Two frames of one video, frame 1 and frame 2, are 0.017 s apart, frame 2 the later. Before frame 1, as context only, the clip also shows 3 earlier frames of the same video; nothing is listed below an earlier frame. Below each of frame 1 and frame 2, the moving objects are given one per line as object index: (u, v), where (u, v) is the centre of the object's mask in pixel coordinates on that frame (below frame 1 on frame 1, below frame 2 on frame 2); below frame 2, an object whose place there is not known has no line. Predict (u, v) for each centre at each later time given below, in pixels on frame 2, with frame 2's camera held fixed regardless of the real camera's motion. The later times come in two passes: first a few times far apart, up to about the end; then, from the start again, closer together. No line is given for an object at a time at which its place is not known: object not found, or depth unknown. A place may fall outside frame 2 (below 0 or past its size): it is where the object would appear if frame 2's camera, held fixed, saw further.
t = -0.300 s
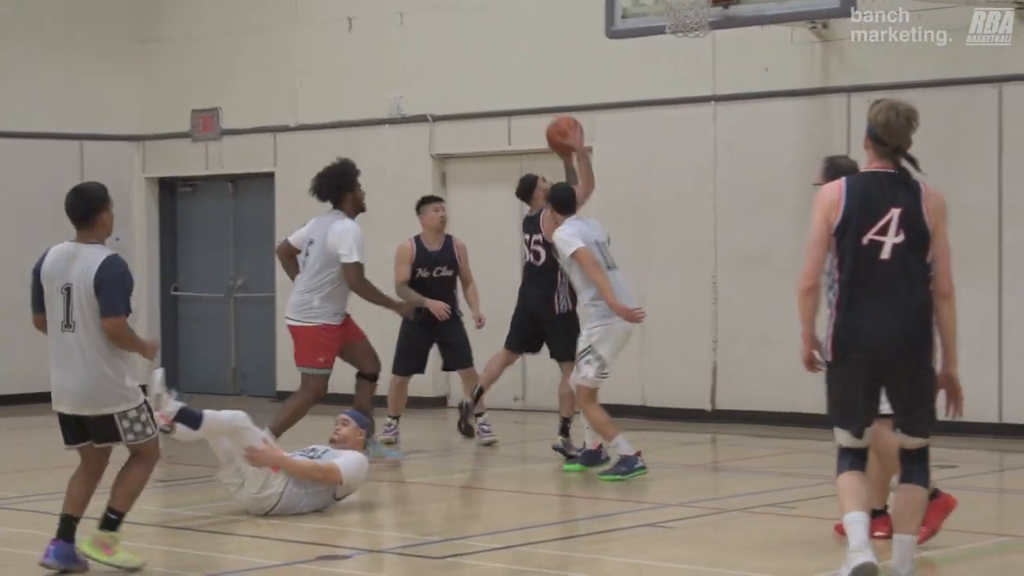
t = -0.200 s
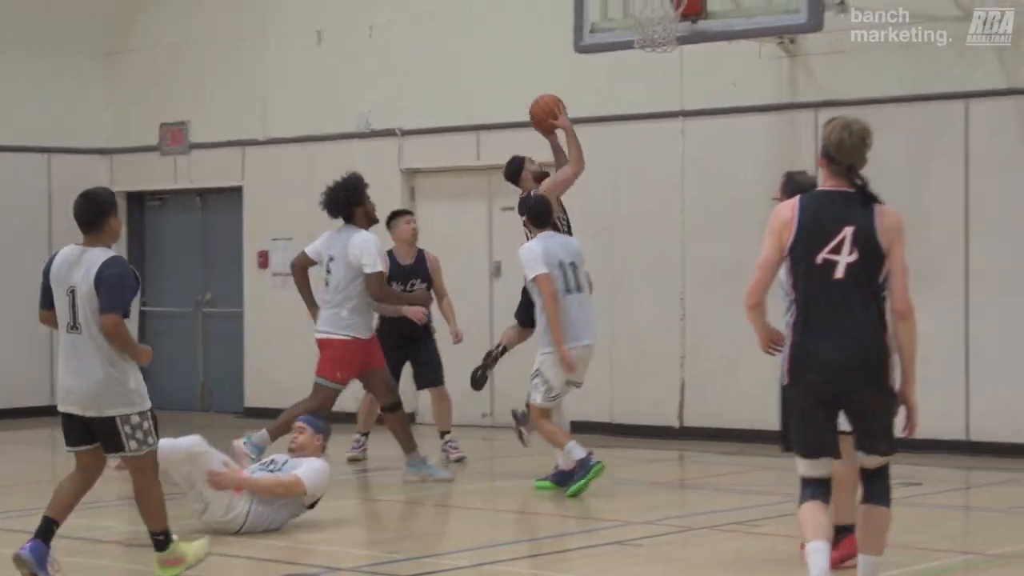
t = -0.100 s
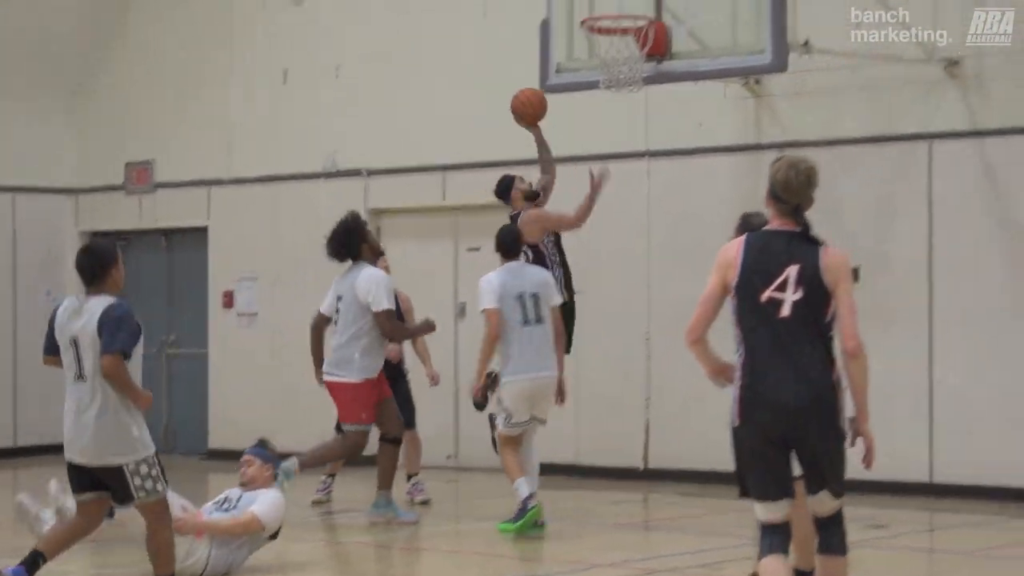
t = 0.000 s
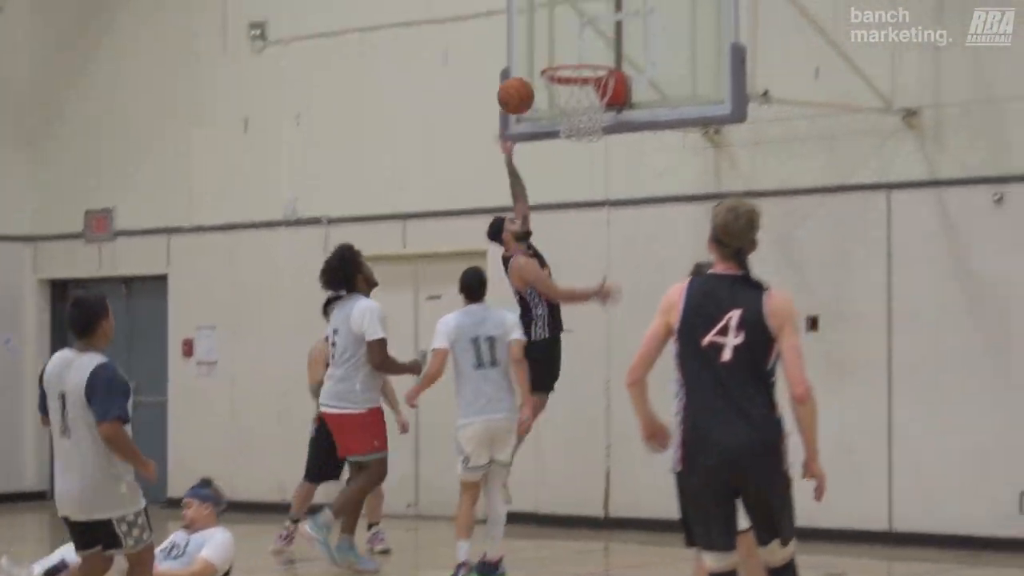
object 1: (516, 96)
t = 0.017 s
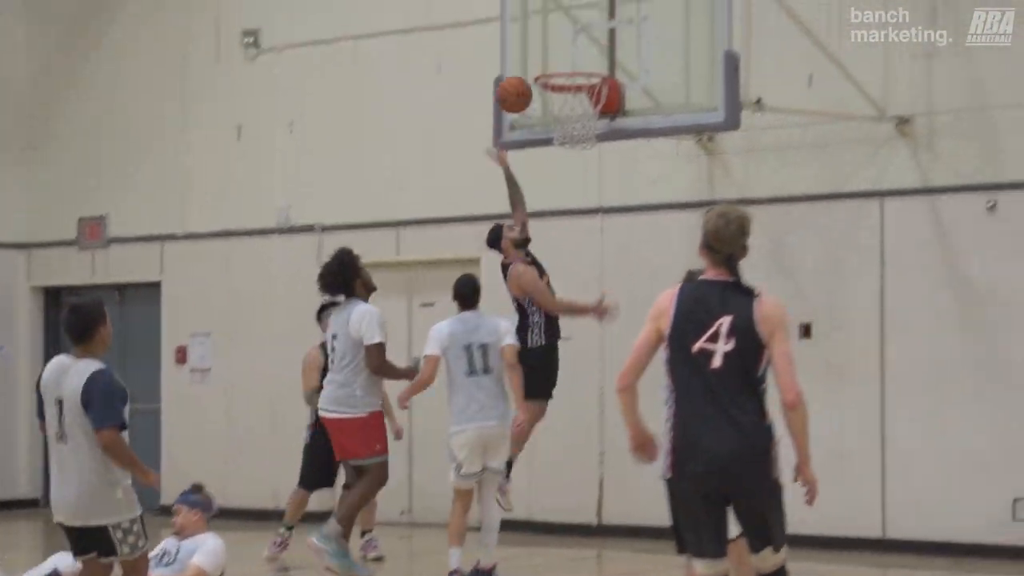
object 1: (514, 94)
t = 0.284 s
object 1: (565, 20)
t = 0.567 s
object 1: (577, 74)
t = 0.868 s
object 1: (565, 163)
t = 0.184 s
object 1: (561, 31)
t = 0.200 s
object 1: (563, 28)
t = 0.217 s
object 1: (563, 25)
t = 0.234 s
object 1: (564, 23)
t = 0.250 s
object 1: (565, 22)
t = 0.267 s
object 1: (565, 21)
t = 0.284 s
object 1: (565, 20)
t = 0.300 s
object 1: (565, 19)
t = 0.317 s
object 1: (566, 20)
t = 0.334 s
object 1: (567, 20)
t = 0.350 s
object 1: (567, 21)
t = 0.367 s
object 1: (568, 23)
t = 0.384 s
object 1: (568, 24)
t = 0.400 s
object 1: (569, 26)
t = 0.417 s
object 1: (570, 29)
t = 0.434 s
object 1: (571, 32)
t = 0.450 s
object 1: (571, 36)
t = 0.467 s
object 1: (572, 40)
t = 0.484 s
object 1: (573, 44)
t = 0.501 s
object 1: (574, 49)
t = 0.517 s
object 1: (574, 54)
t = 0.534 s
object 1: (575, 60)
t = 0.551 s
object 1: (575, 67)
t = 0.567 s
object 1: (577, 74)
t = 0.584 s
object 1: (578, 81)
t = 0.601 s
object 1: (579, 89)
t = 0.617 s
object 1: (579, 96)
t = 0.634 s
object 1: (577, 101)
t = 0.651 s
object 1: (579, 105)
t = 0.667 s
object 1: (578, 110)
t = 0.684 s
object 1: (577, 114)
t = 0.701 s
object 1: (576, 118)
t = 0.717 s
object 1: (575, 121)
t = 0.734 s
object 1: (574, 125)
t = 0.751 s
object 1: (573, 127)
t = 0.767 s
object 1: (572, 131)
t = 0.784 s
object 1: (571, 137)
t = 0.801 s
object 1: (569, 146)
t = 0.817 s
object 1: (568, 149)
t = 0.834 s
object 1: (567, 153)
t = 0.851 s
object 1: (566, 157)
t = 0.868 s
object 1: (565, 163)
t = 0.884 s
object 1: (564, 170)
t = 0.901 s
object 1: (563, 177)
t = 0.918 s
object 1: (561, 185)
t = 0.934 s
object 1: (560, 193)
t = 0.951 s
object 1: (559, 201)
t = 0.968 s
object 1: (558, 210)
